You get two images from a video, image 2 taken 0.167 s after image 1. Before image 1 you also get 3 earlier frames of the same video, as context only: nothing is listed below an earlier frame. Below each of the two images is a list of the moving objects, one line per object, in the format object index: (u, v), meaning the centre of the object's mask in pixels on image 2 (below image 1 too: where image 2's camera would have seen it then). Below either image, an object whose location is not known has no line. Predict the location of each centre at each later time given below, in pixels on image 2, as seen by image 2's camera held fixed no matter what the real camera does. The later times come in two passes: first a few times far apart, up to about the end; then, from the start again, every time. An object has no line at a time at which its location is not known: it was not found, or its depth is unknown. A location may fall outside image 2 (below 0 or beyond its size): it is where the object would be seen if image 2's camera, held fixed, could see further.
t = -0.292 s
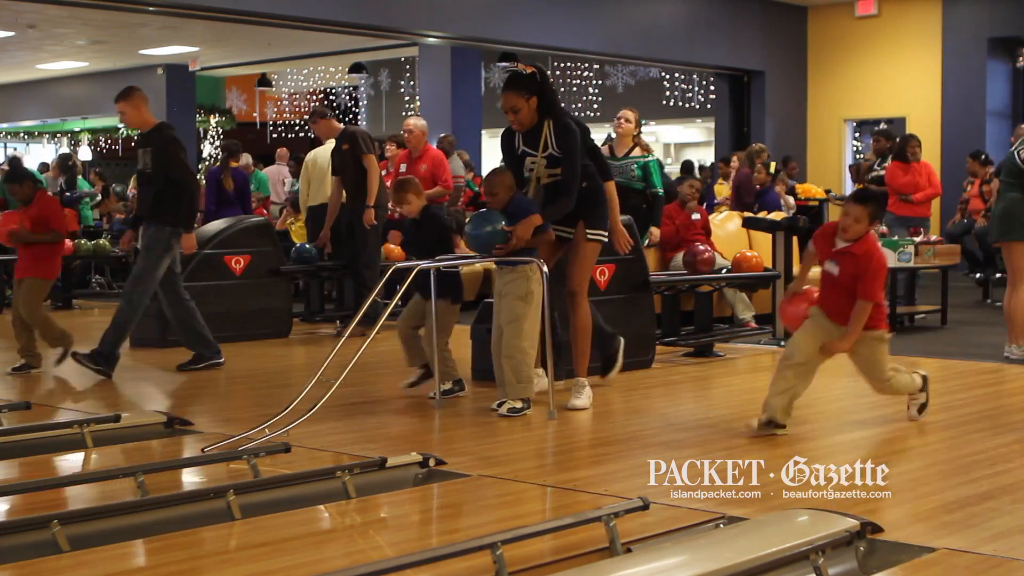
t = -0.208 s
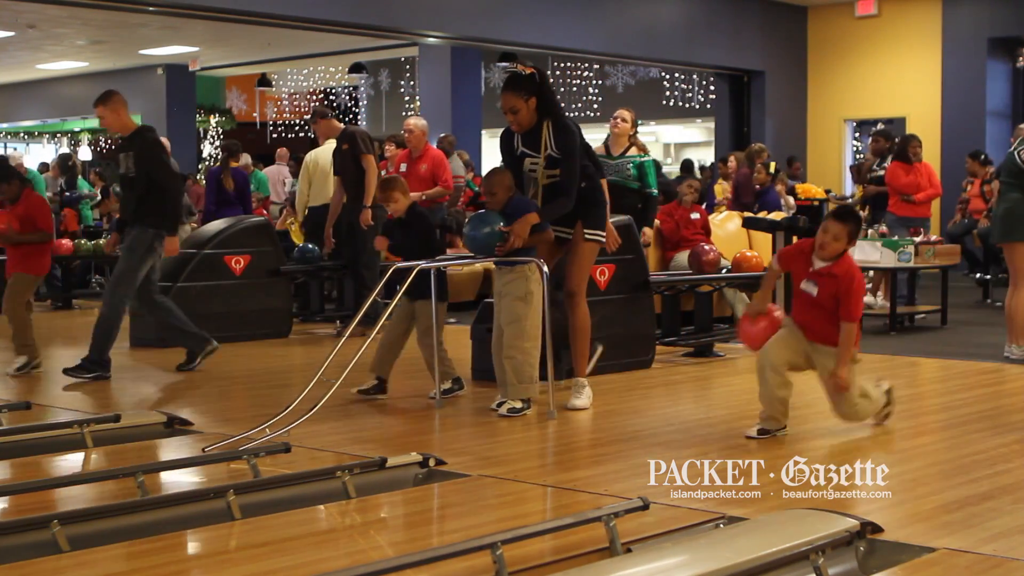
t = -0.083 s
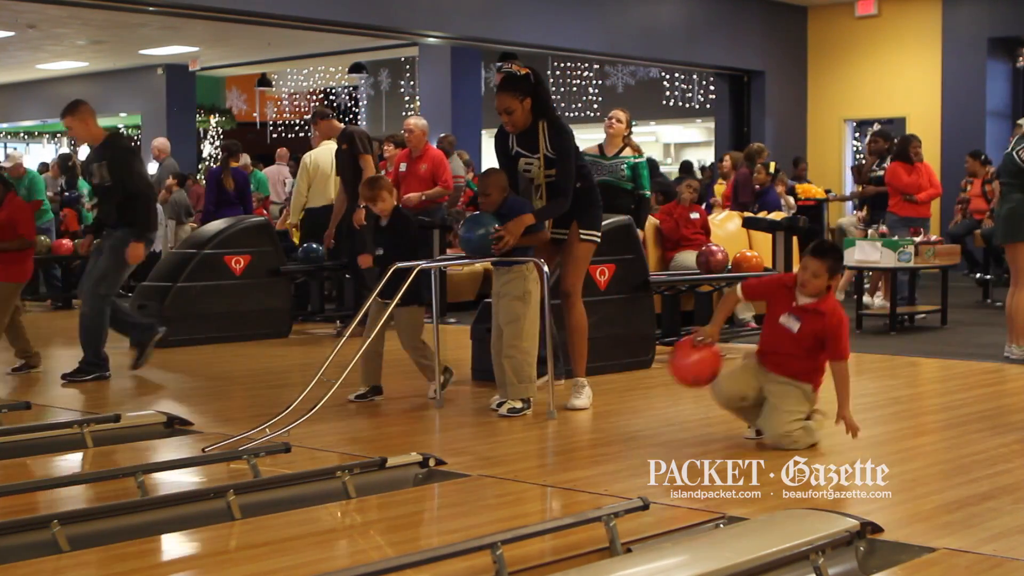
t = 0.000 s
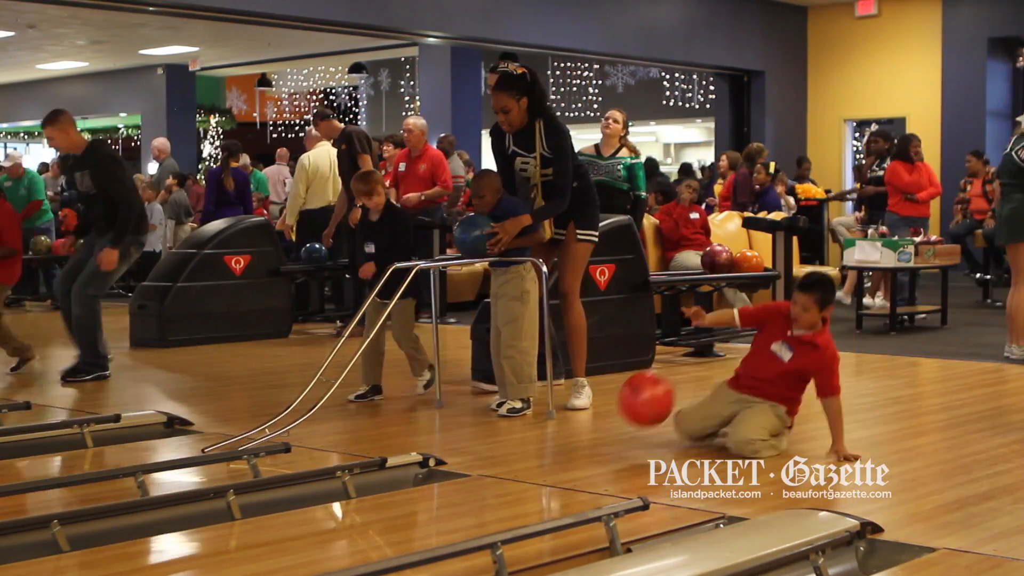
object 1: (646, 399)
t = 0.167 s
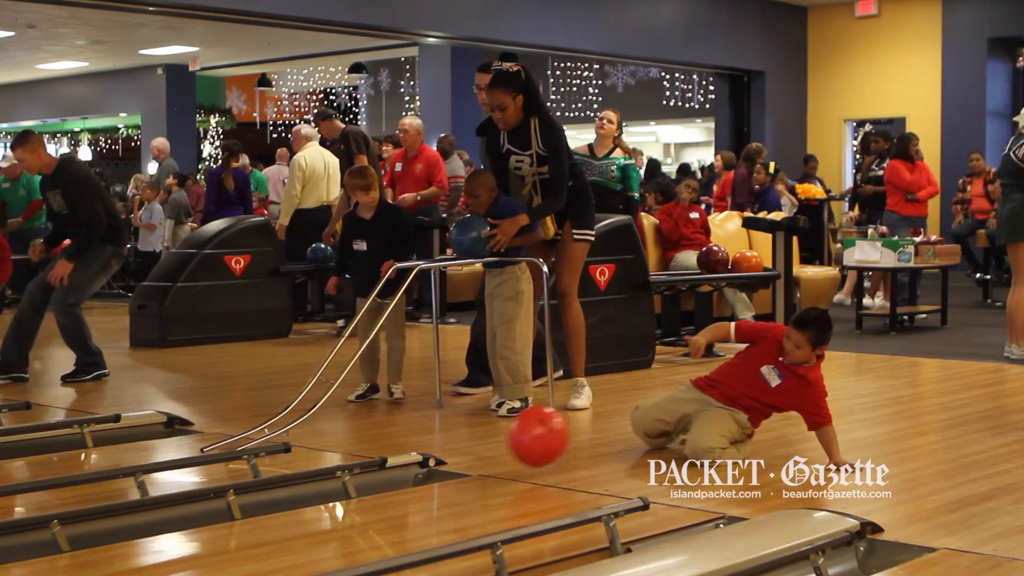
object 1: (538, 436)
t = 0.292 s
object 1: (444, 464)
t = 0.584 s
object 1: (164, 520)
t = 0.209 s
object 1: (508, 448)
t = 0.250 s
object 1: (477, 457)
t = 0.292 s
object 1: (444, 464)
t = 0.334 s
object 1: (409, 473)
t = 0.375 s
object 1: (372, 480)
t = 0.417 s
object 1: (335, 487)
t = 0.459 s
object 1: (296, 495)
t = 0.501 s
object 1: (254, 502)
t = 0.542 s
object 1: (211, 511)
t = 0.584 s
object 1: (164, 520)
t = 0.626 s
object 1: (116, 530)
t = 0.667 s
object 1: (65, 538)
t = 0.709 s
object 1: (27, 542)
